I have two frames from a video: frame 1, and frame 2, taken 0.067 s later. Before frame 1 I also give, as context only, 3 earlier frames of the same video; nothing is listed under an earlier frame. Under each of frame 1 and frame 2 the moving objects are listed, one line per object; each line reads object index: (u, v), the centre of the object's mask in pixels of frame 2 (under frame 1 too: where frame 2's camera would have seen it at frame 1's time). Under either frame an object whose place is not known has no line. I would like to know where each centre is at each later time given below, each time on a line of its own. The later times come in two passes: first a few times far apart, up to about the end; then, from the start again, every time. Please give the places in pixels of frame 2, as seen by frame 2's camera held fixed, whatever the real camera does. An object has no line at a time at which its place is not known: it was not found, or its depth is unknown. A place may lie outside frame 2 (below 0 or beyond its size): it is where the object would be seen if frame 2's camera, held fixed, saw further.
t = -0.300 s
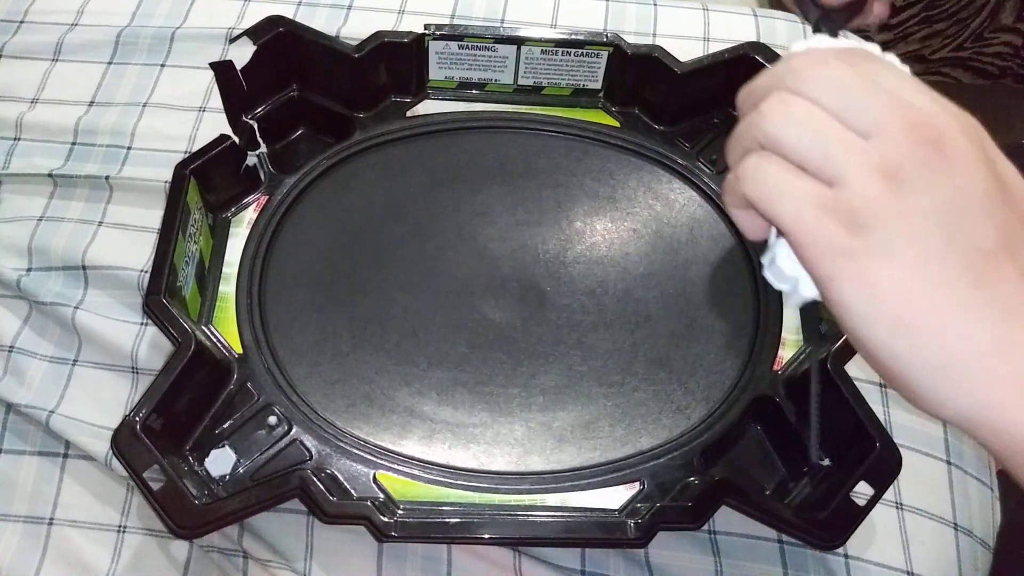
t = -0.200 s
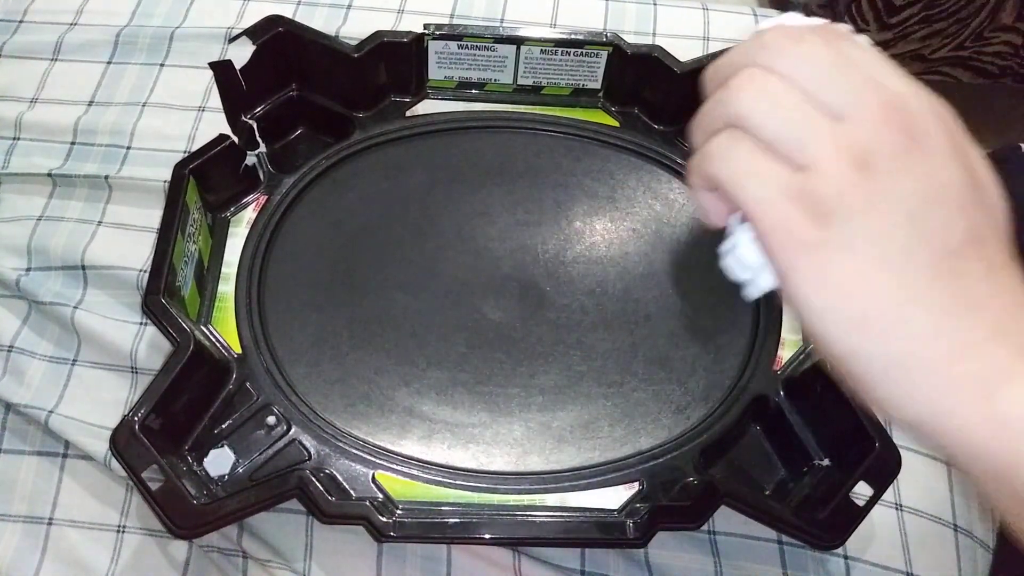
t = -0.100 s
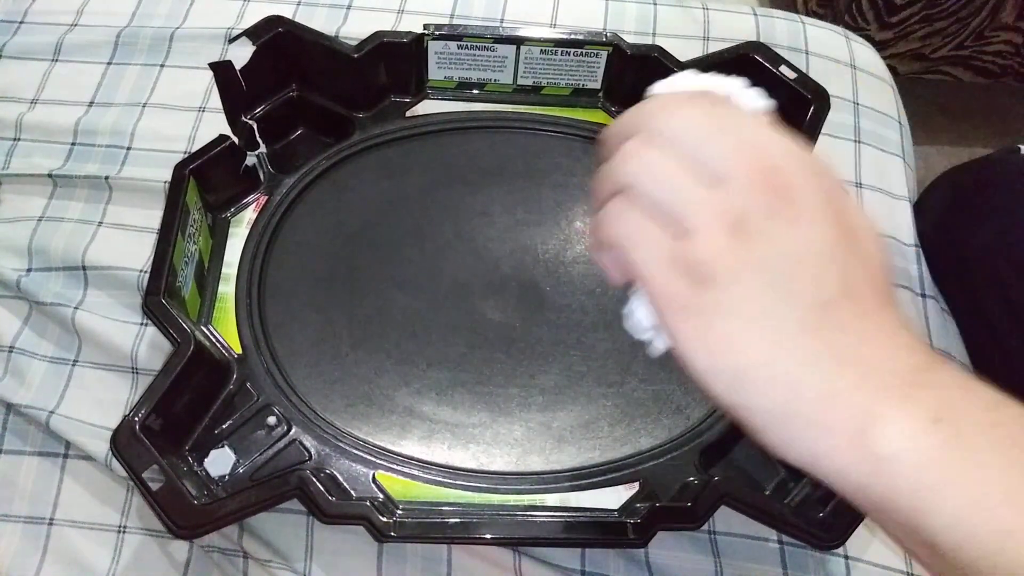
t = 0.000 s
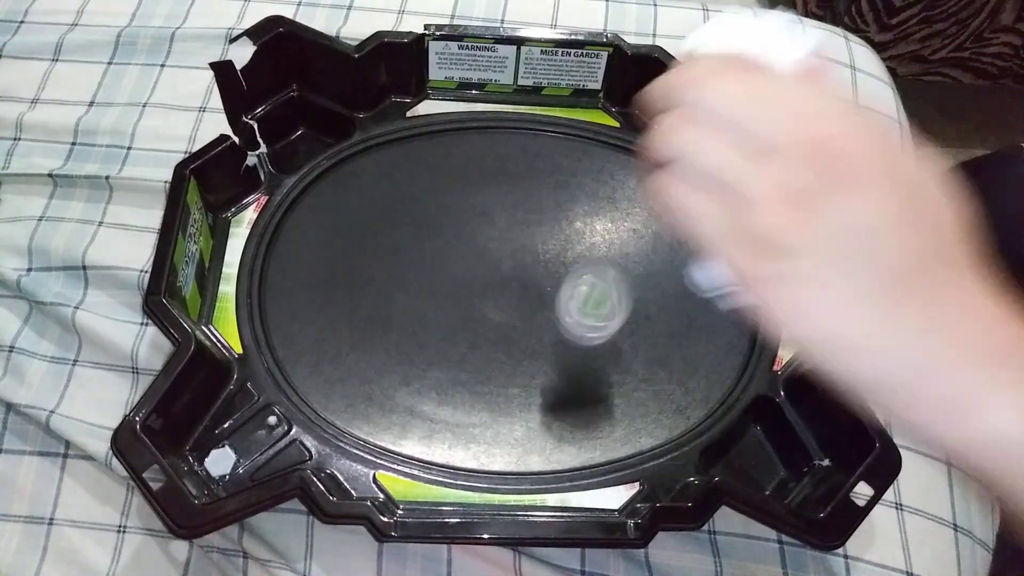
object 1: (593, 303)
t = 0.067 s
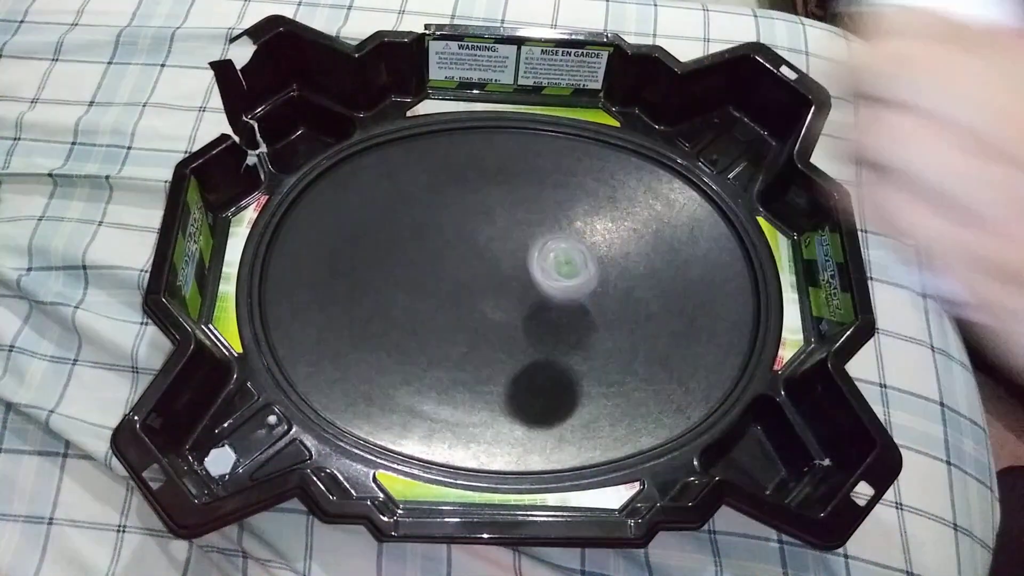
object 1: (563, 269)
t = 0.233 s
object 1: (477, 174)
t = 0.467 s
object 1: (347, 225)
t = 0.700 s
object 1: (404, 437)
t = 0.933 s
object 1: (708, 397)
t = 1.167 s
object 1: (698, 162)
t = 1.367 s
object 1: (308, 313)
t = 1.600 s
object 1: (505, 477)
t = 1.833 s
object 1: (743, 341)
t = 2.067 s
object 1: (484, 159)
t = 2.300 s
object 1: (239, 315)
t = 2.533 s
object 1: (635, 390)
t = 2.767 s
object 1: (735, 200)
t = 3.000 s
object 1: (515, 149)
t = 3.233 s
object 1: (379, 344)
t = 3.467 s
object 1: (422, 417)
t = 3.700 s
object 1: (453, 380)
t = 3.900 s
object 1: (475, 357)
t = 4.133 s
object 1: (486, 357)
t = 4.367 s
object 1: (484, 357)
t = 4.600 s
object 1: (481, 356)
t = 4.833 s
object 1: (485, 357)
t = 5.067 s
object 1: (485, 371)
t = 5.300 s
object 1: (487, 350)
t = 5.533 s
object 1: (487, 349)
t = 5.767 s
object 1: (488, 349)
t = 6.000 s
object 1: (485, 348)
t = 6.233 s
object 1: (488, 349)
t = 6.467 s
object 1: (486, 348)
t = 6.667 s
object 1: (488, 347)
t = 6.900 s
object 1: (493, 357)
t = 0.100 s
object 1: (548, 230)
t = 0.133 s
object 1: (532, 201)
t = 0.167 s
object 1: (514, 183)
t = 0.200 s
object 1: (496, 174)
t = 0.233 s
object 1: (477, 174)
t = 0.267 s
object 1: (458, 173)
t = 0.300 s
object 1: (439, 169)
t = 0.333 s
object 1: (419, 168)
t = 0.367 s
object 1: (400, 174)
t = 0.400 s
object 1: (381, 185)
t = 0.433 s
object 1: (363, 202)
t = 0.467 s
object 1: (347, 225)
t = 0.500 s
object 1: (333, 253)
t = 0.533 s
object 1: (324, 285)
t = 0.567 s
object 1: (320, 320)
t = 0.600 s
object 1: (324, 357)
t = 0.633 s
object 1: (338, 392)
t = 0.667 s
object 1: (368, 417)
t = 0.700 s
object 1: (404, 437)
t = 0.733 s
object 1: (445, 458)
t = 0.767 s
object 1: (489, 472)
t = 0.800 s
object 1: (535, 477)
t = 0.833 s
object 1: (580, 463)
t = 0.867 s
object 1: (627, 445)
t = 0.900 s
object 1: (670, 424)
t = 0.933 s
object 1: (708, 397)
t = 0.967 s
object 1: (740, 367)
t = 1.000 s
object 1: (769, 336)
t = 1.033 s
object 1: (789, 302)
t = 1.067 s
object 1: (770, 265)
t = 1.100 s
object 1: (748, 230)
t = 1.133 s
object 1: (725, 196)
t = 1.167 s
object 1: (698, 162)
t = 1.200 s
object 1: (664, 138)
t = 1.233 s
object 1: (599, 161)
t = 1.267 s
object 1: (532, 196)
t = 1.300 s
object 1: (461, 238)
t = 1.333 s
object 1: (386, 272)
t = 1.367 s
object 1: (308, 313)
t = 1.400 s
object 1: (252, 344)
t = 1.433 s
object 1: (267, 362)
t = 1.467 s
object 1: (296, 392)
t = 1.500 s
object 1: (332, 429)
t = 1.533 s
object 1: (391, 444)
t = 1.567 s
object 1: (451, 467)
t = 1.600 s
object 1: (505, 477)
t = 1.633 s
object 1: (560, 468)
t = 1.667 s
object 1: (607, 457)
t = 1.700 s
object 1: (652, 443)
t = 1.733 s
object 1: (692, 422)
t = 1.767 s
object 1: (727, 401)
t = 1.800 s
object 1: (755, 379)
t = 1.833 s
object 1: (743, 341)
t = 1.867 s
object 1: (719, 310)
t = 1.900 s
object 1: (689, 283)
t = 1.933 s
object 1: (655, 251)
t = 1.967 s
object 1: (615, 221)
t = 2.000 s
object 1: (574, 195)
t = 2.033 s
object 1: (529, 174)
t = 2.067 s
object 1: (484, 159)
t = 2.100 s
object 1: (438, 150)
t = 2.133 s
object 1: (393, 148)
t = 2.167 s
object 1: (349, 159)
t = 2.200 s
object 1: (311, 185)
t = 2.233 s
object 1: (279, 222)
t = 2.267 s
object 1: (250, 265)
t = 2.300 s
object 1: (239, 315)
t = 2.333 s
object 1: (291, 338)
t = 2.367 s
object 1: (344, 368)
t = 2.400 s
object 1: (403, 390)
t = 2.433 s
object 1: (464, 402)
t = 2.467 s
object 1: (526, 405)
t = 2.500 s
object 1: (580, 401)
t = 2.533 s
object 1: (635, 390)
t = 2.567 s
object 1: (684, 372)
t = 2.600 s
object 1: (726, 346)
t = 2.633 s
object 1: (754, 316)
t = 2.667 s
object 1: (776, 284)
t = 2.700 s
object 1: (774, 254)
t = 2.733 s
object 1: (758, 223)
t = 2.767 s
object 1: (735, 200)
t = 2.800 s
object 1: (707, 181)
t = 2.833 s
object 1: (679, 161)
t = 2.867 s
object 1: (646, 147)
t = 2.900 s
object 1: (618, 137)
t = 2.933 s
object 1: (584, 133)
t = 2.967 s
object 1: (549, 136)
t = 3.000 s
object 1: (515, 149)
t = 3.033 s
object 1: (483, 166)
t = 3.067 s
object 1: (454, 188)
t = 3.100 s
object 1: (428, 217)
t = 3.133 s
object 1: (406, 249)
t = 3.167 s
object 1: (390, 281)
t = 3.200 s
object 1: (381, 313)
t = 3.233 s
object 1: (379, 344)
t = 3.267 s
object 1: (381, 371)
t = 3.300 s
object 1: (386, 391)
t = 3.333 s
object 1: (392, 405)
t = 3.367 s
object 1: (400, 415)
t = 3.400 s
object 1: (409, 420)
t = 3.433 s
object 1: (416, 421)
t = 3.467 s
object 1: (422, 417)
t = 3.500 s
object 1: (427, 413)
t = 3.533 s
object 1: (431, 408)
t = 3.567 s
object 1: (436, 403)
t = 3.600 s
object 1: (440, 397)
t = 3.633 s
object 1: (445, 391)
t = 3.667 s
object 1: (449, 385)
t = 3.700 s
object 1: (453, 380)
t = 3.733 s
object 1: (457, 374)
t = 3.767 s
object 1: (461, 370)
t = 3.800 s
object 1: (465, 366)
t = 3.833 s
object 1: (469, 362)
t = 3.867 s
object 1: (472, 360)
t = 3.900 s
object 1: (475, 357)
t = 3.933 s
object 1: (478, 356)
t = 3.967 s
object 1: (480, 356)
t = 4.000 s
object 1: (482, 356)
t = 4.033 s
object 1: (483, 356)
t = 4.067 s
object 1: (485, 356)
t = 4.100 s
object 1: (485, 357)
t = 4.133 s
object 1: (486, 357)
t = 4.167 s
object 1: (486, 357)
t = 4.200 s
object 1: (486, 357)
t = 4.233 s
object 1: (486, 357)
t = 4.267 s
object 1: (485, 357)
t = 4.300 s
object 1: (485, 357)
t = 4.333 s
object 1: (484, 357)
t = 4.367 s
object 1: (484, 357)
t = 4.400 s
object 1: (483, 357)
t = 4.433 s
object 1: (482, 357)
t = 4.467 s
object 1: (481, 357)
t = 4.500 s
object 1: (481, 357)
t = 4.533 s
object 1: (481, 357)
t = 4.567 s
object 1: (481, 357)
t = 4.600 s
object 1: (481, 356)
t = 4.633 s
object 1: (481, 357)
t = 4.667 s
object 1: (482, 357)
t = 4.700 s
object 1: (483, 357)
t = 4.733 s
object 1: (483, 357)
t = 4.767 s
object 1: (484, 357)
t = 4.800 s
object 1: (485, 357)
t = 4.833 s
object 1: (485, 357)
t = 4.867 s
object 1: (486, 357)
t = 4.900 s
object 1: (486, 358)
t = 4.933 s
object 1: (487, 360)
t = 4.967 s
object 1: (487, 361)
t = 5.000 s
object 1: (487, 363)
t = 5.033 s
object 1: (486, 367)
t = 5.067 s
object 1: (485, 371)
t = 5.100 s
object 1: (485, 372)
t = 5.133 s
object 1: (485, 369)
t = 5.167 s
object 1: (485, 365)
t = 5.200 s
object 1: (485, 360)
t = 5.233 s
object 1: (486, 355)
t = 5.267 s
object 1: (487, 351)
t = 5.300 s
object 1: (487, 350)
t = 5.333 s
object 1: (488, 348)
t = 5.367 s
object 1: (488, 347)
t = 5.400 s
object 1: (488, 347)
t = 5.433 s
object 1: (488, 347)
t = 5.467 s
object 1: (487, 349)
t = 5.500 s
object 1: (487, 349)
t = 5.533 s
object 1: (487, 349)
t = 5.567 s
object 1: (486, 347)
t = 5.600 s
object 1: (487, 347)
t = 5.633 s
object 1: (487, 346)
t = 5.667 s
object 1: (488, 347)
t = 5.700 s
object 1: (488, 348)
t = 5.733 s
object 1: (488, 349)
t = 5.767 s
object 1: (488, 349)
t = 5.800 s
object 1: (489, 348)
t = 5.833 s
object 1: (489, 347)
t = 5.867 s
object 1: (489, 347)
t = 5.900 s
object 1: (488, 347)
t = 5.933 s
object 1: (487, 348)
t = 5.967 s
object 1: (486, 349)
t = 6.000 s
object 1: (485, 348)
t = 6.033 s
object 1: (485, 348)
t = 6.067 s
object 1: (486, 348)
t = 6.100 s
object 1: (487, 348)
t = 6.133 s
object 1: (488, 348)
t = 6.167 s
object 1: (488, 348)
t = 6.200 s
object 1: (489, 348)
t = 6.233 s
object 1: (488, 349)
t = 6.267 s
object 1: (488, 349)
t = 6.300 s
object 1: (488, 348)
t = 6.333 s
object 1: (488, 347)
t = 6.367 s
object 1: (487, 347)
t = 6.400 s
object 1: (486, 348)
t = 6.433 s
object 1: (486, 349)
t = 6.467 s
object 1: (486, 348)
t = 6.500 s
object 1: (486, 348)
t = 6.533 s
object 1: (486, 348)
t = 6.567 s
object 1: (487, 348)
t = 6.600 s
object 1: (487, 348)
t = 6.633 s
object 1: (487, 348)
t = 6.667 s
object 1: (488, 347)
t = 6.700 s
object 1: (488, 348)
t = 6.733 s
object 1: (489, 348)
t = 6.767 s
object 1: (489, 349)
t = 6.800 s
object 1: (489, 350)
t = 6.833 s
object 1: (489, 352)
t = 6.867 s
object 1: (490, 354)
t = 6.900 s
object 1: (493, 357)
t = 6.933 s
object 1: (496, 360)
